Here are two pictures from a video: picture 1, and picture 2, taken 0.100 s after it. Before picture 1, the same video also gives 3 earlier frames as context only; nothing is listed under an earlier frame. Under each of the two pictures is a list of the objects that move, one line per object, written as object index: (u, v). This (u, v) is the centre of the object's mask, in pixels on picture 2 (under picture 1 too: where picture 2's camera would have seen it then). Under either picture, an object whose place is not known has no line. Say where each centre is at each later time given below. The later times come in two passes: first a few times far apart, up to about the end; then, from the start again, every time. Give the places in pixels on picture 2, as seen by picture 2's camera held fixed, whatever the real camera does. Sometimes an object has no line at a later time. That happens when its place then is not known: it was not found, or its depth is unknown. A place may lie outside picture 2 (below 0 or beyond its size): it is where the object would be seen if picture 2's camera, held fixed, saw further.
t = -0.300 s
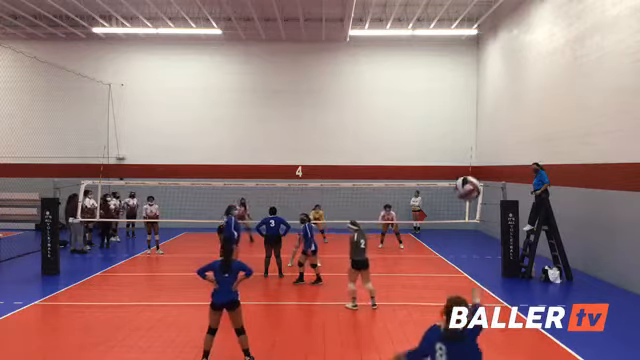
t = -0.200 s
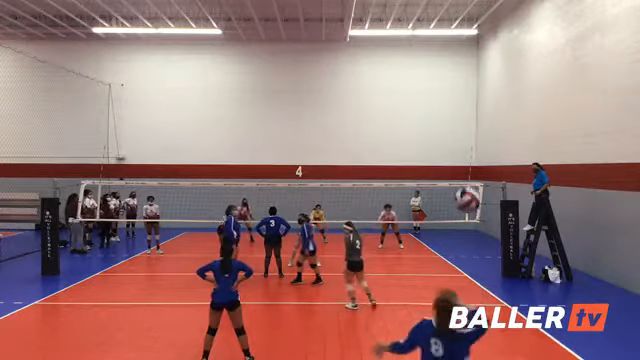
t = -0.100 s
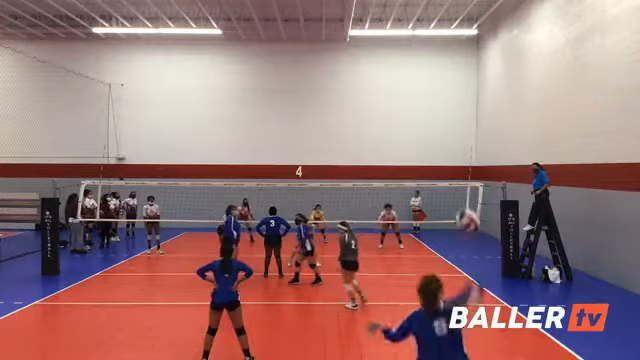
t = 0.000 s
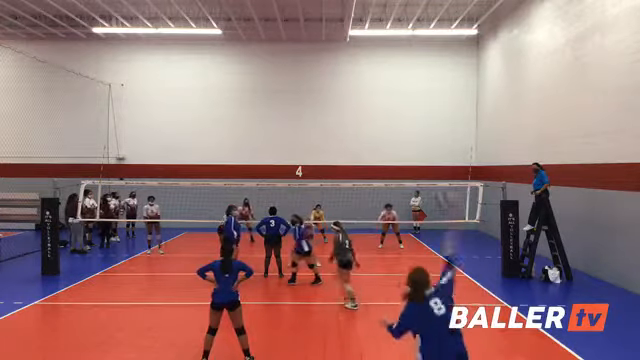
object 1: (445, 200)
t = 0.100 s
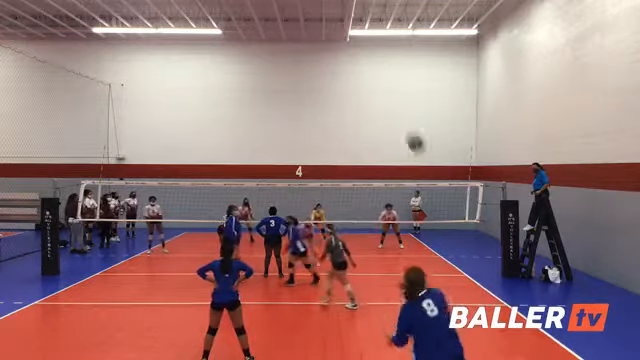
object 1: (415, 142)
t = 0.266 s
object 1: (382, 96)
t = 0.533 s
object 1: (355, 87)
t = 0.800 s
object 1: (339, 109)
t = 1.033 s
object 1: (329, 142)
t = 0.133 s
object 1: (407, 129)
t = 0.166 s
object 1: (400, 118)
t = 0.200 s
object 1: (394, 109)
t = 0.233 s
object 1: (388, 102)
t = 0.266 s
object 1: (382, 96)
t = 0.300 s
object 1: (377, 92)
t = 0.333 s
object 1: (374, 89)
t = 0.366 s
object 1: (370, 87)
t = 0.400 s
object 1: (366, 86)
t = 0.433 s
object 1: (363, 86)
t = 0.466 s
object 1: (360, 85)
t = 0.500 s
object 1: (357, 86)
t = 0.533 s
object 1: (355, 87)
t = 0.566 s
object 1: (353, 88)
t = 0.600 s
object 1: (350, 91)
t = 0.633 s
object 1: (348, 93)
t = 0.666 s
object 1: (346, 96)
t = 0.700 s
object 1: (344, 98)
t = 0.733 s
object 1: (342, 102)
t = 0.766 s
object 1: (340, 105)
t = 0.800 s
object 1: (339, 109)
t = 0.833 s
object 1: (337, 113)
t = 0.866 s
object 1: (336, 118)
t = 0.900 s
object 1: (333, 123)
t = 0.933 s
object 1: (332, 128)
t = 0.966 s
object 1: (331, 132)
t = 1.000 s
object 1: (330, 137)
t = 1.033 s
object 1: (329, 142)
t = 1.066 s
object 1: (327, 148)
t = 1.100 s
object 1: (327, 154)
